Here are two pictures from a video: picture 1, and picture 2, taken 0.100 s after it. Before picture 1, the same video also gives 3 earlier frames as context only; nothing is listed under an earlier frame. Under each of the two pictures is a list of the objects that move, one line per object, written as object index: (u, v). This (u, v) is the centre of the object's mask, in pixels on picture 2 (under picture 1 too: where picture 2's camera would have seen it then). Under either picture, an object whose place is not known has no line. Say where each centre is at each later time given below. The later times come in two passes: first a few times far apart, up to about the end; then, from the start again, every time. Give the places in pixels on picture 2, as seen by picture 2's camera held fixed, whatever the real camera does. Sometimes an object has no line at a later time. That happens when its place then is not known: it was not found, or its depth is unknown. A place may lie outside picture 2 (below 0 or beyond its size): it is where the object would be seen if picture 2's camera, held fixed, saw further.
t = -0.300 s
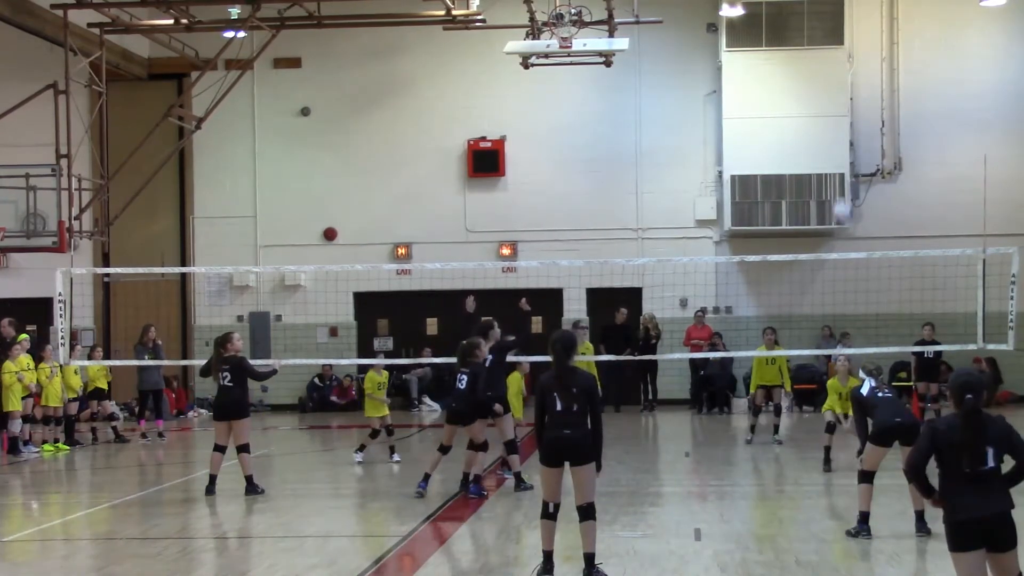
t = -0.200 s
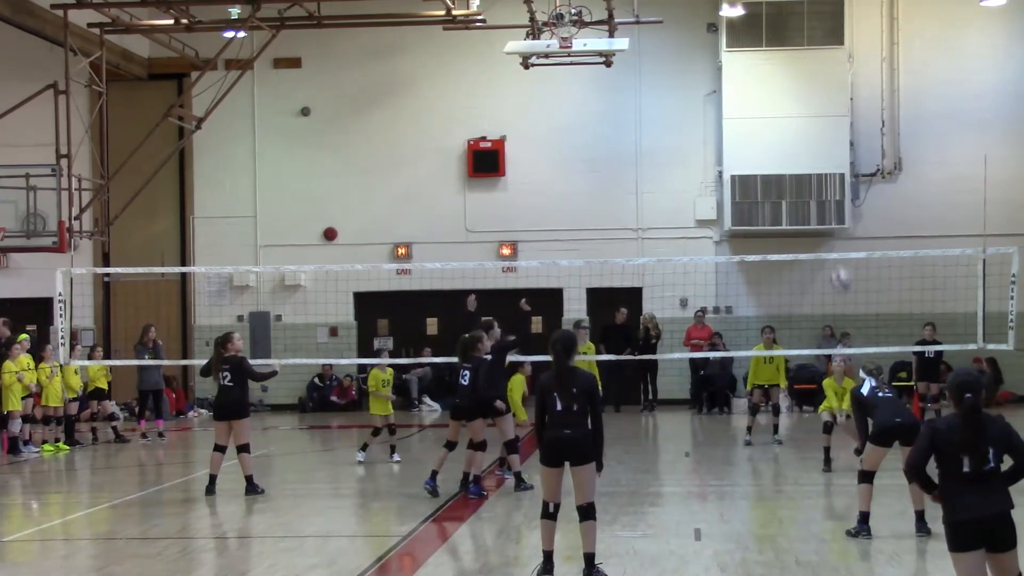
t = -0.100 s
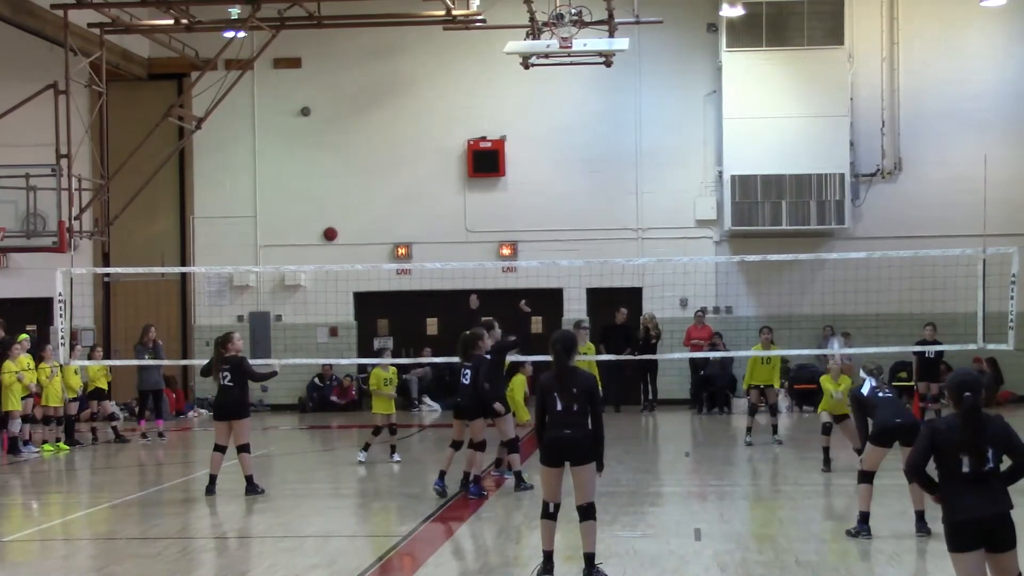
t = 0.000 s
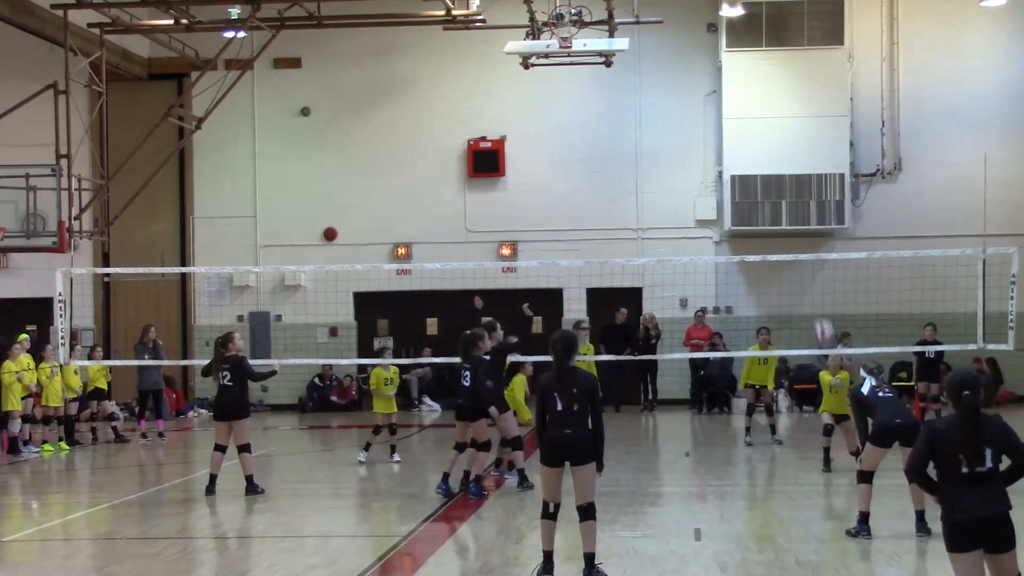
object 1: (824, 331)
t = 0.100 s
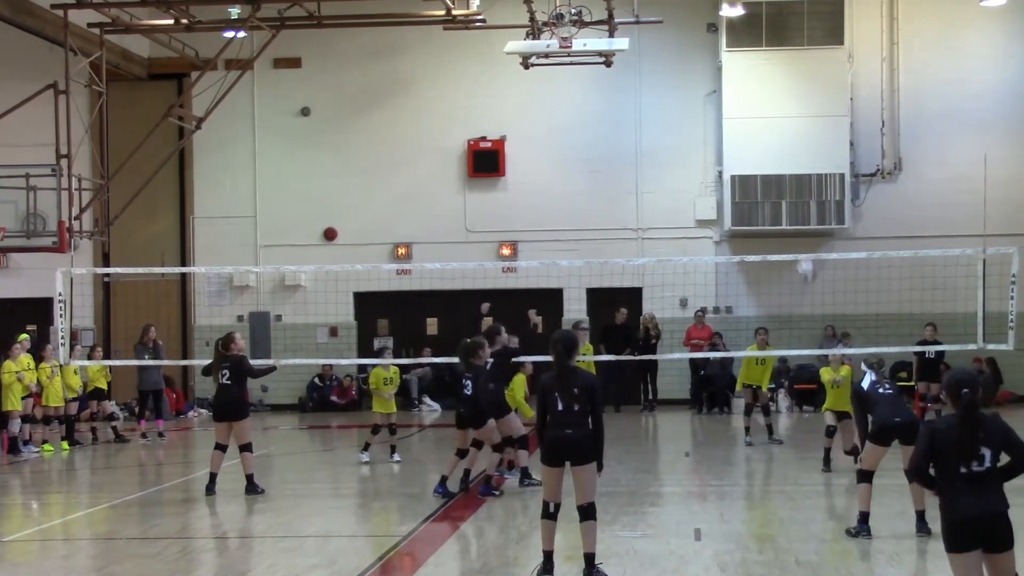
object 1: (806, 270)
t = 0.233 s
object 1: (783, 205)
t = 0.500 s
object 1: (740, 131)
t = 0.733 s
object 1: (704, 119)
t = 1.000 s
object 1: (668, 167)
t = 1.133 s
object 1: (650, 215)
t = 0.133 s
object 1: (799, 248)
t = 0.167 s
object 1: (795, 236)
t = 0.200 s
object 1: (790, 219)
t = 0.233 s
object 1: (783, 205)
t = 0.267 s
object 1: (778, 192)
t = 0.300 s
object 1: (774, 181)
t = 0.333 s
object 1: (767, 169)
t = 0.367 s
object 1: (762, 159)
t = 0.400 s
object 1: (757, 151)
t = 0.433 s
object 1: (751, 143)
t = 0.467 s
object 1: (746, 136)
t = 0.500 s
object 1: (740, 131)
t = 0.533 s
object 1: (735, 125)
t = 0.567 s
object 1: (730, 122)
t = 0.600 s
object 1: (725, 120)
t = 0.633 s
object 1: (720, 118)
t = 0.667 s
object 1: (715, 117)
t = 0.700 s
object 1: (709, 118)
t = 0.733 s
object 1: (704, 119)
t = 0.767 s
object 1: (700, 123)
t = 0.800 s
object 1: (695, 125)
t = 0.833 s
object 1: (690, 130)
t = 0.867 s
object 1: (686, 136)
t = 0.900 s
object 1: (681, 142)
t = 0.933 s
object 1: (677, 150)
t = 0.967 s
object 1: (672, 158)
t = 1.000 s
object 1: (668, 167)
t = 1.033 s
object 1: (663, 178)
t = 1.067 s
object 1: (658, 190)
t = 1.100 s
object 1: (654, 202)
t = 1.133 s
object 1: (650, 215)
